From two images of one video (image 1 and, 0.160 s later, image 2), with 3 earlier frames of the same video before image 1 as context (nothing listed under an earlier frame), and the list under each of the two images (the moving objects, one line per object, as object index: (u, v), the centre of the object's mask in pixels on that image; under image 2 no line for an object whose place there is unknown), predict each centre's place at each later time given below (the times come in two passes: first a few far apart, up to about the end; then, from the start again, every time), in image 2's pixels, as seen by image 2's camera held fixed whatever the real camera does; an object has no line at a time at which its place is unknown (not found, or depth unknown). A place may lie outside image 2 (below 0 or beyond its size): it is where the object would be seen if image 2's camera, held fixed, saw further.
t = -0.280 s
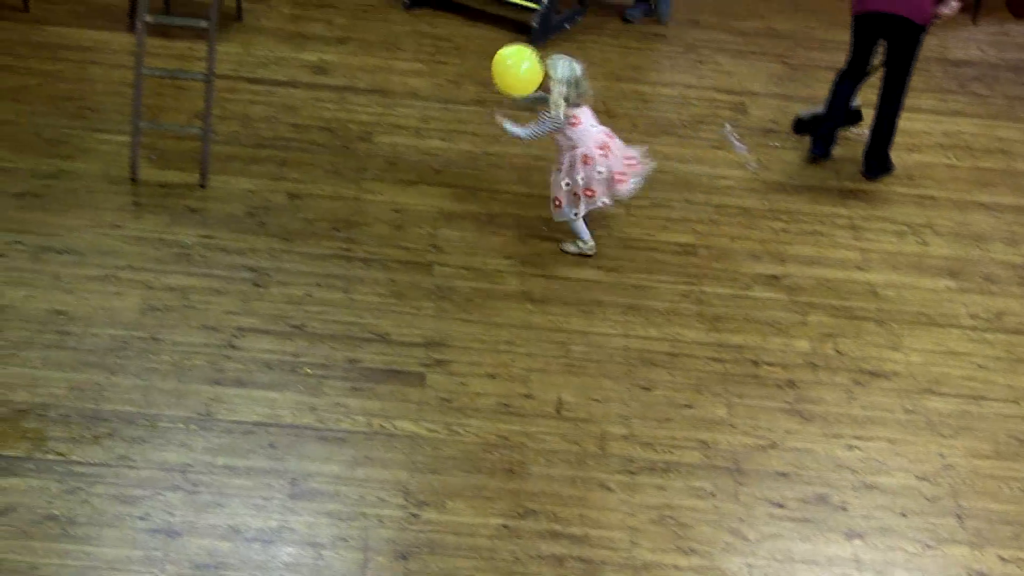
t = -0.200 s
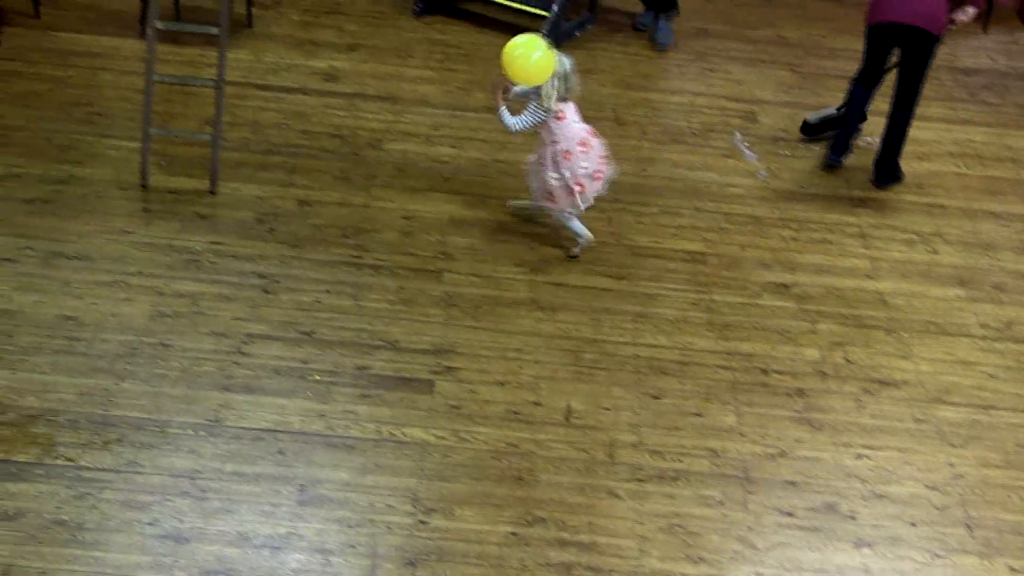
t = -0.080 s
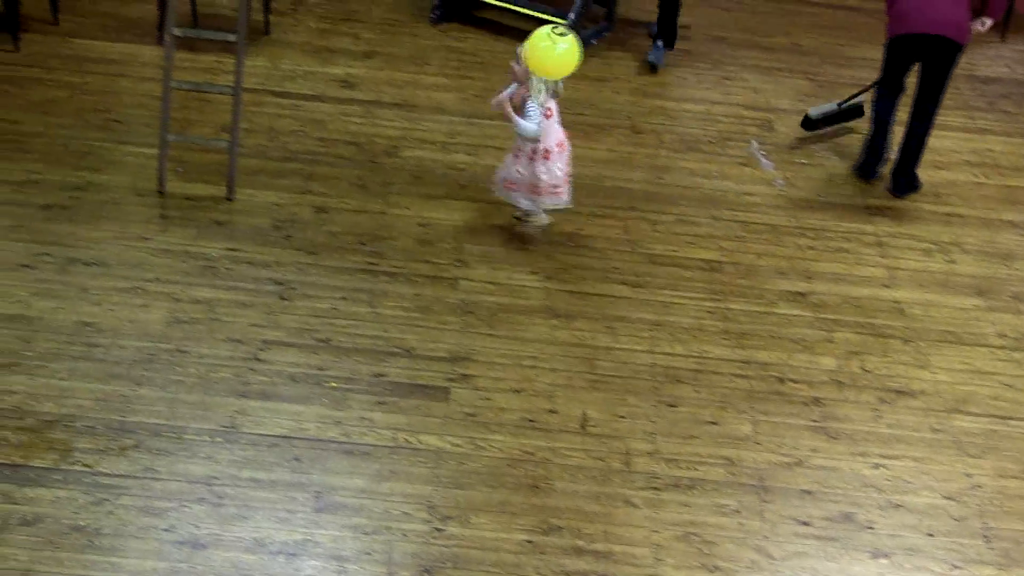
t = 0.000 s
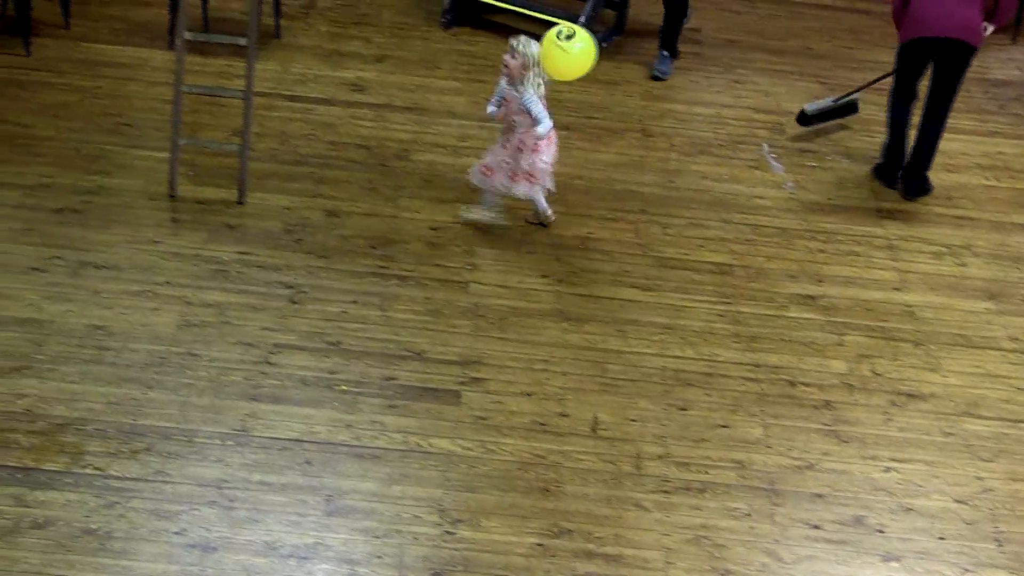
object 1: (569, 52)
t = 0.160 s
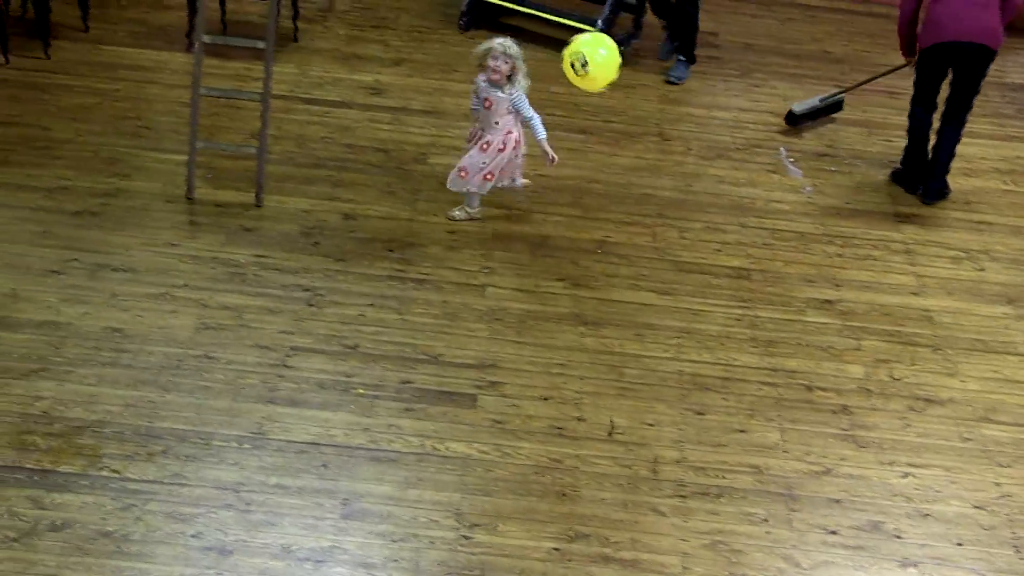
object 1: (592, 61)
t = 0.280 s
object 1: (595, 74)
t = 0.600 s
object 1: (596, 137)
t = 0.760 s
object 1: (595, 180)
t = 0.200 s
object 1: (593, 64)
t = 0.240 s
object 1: (594, 69)
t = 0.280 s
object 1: (595, 74)
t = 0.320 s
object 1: (596, 80)
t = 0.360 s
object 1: (596, 86)
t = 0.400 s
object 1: (597, 93)
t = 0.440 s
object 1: (597, 100)
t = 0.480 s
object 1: (598, 108)
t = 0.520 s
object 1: (597, 117)
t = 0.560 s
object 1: (597, 127)
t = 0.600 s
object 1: (596, 137)
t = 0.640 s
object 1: (595, 147)
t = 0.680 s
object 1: (595, 157)
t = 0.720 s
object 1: (595, 169)
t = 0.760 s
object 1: (595, 180)
